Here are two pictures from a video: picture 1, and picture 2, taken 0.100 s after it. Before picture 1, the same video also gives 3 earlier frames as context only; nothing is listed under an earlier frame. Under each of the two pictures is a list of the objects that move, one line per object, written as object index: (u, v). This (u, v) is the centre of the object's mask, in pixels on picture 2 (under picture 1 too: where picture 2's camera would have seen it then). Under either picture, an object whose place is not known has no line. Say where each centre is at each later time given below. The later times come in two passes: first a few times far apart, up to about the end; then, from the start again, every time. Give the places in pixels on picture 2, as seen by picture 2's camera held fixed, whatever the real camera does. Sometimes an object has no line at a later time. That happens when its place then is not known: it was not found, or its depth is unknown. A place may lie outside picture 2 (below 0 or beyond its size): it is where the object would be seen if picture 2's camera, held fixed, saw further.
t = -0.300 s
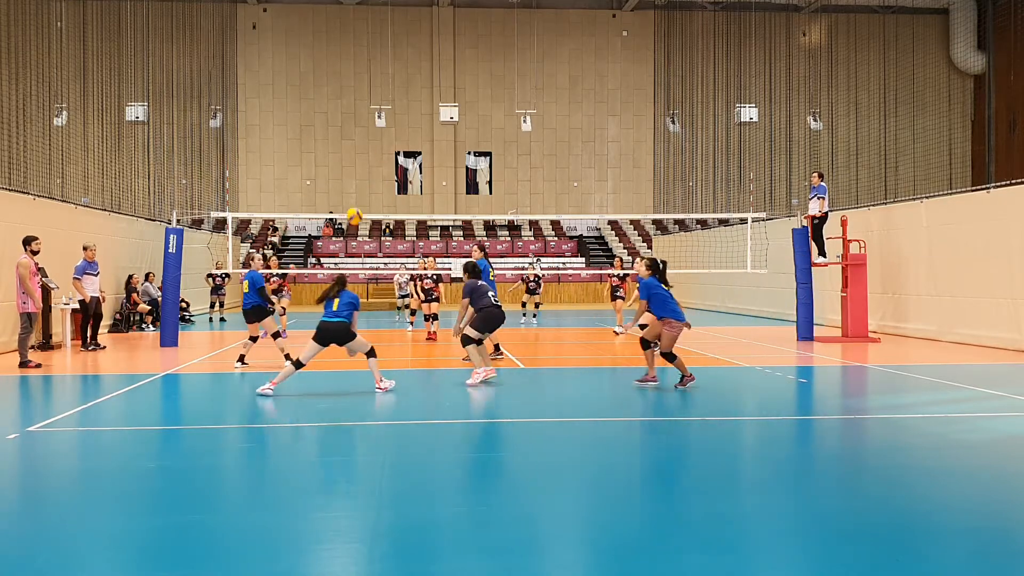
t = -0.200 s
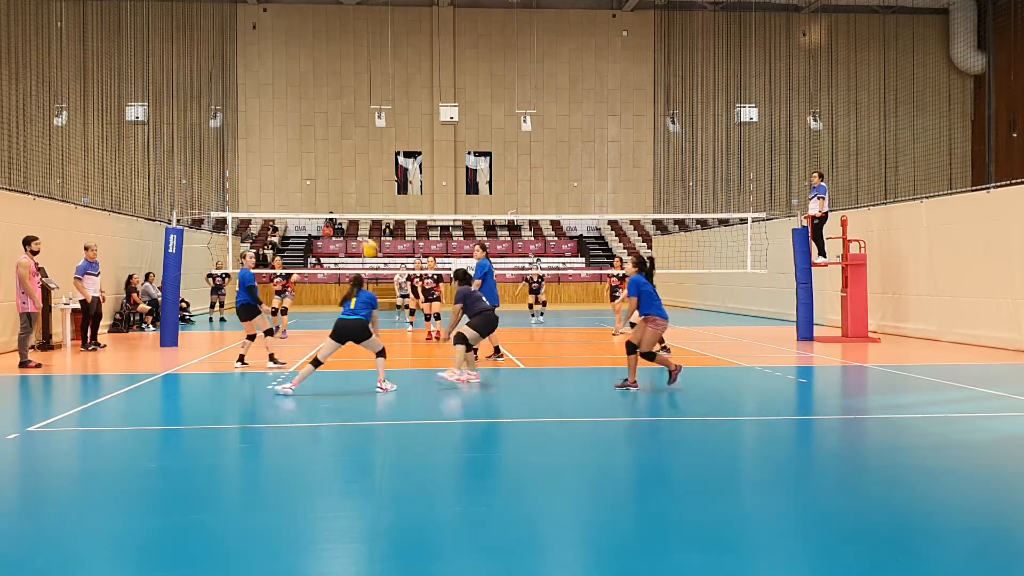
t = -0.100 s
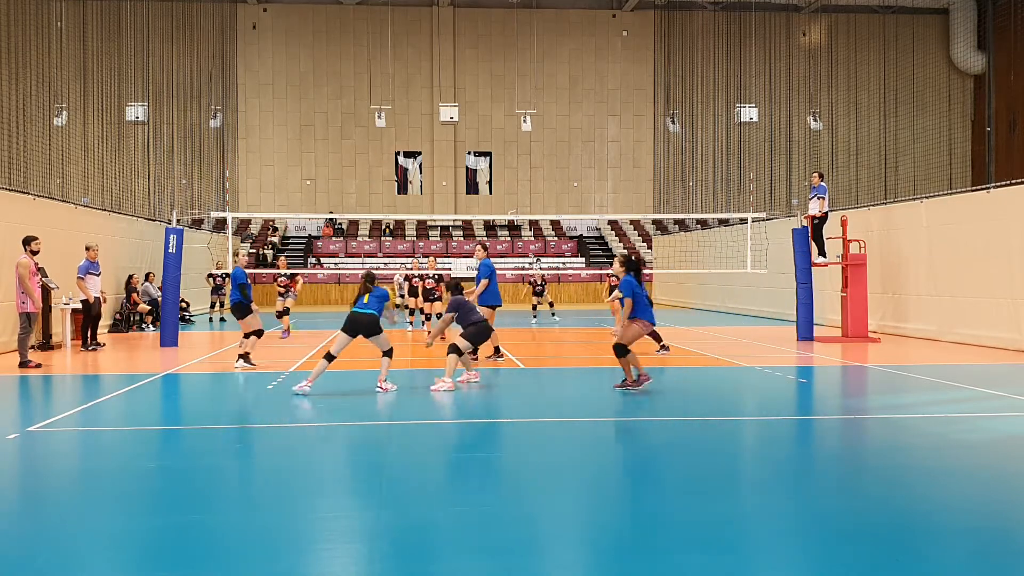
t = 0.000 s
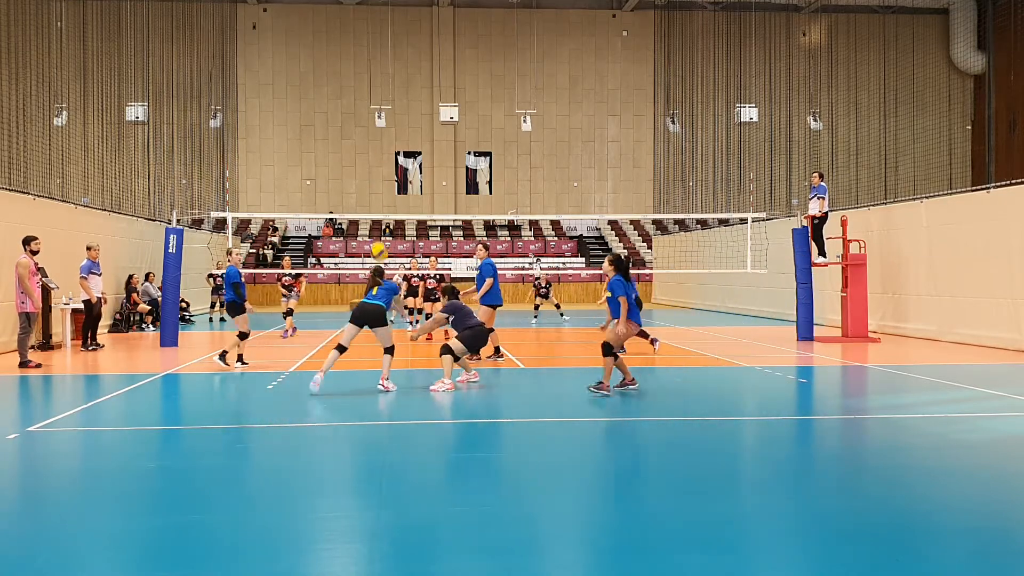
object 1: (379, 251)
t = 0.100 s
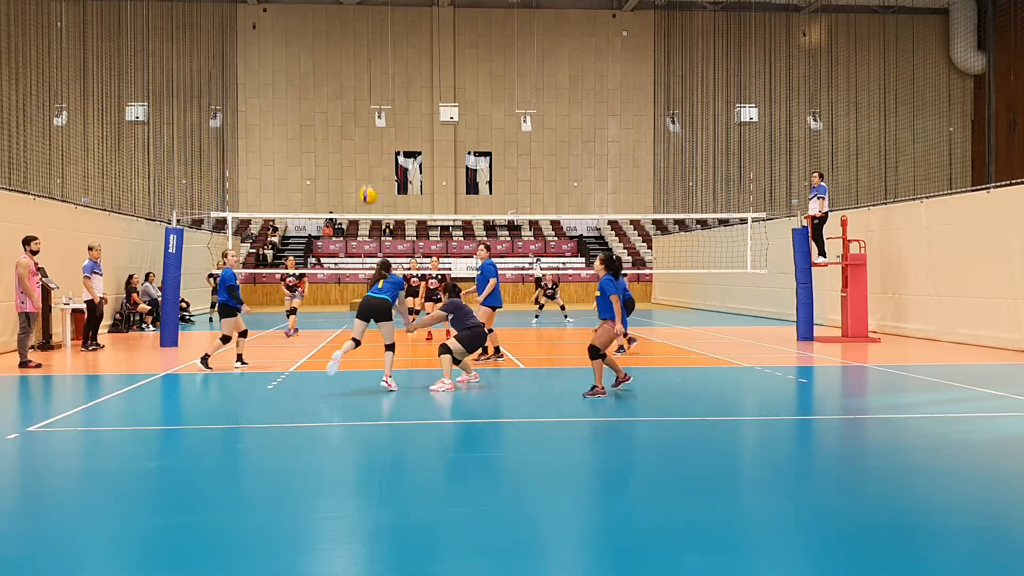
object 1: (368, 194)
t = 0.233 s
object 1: (354, 134)
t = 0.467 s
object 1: (331, 68)
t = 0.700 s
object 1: (309, 48)
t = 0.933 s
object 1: (290, 69)
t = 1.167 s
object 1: (272, 127)
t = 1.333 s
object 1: (261, 189)
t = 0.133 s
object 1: (364, 178)
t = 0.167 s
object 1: (361, 162)
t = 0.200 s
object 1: (357, 148)
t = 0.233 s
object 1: (354, 134)
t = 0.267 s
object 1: (350, 122)
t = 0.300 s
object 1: (347, 110)
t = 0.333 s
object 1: (344, 100)
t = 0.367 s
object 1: (340, 90)
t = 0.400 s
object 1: (337, 82)
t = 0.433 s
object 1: (334, 75)
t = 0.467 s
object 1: (331, 68)
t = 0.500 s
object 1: (327, 63)
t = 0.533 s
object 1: (324, 58)
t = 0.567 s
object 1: (321, 54)
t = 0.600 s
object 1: (318, 51)
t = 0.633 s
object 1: (315, 49)
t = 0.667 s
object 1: (312, 48)
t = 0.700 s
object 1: (309, 48)
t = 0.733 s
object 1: (306, 49)
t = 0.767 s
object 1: (304, 50)
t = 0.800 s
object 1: (301, 52)
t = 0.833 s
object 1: (298, 56)
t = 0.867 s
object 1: (295, 59)
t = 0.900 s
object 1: (293, 64)
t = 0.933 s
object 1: (290, 69)
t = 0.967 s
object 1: (287, 75)
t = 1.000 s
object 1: (285, 82)
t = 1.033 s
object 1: (282, 90)
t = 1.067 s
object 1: (280, 98)
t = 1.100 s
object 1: (278, 107)
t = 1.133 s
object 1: (275, 117)
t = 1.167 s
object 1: (272, 127)
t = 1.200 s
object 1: (270, 138)
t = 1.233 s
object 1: (268, 150)
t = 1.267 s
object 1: (266, 162)
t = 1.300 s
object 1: (264, 176)
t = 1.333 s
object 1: (261, 189)
